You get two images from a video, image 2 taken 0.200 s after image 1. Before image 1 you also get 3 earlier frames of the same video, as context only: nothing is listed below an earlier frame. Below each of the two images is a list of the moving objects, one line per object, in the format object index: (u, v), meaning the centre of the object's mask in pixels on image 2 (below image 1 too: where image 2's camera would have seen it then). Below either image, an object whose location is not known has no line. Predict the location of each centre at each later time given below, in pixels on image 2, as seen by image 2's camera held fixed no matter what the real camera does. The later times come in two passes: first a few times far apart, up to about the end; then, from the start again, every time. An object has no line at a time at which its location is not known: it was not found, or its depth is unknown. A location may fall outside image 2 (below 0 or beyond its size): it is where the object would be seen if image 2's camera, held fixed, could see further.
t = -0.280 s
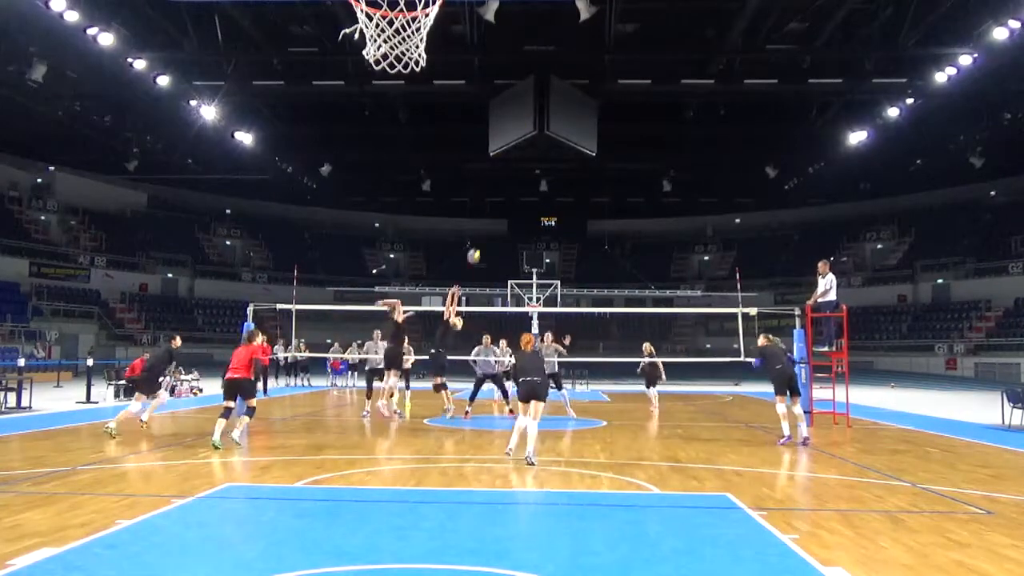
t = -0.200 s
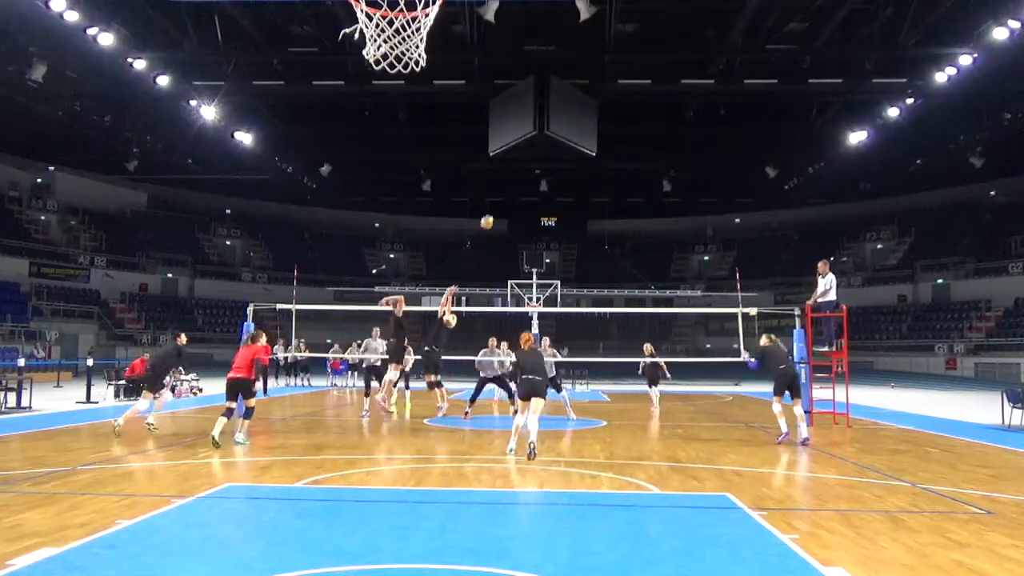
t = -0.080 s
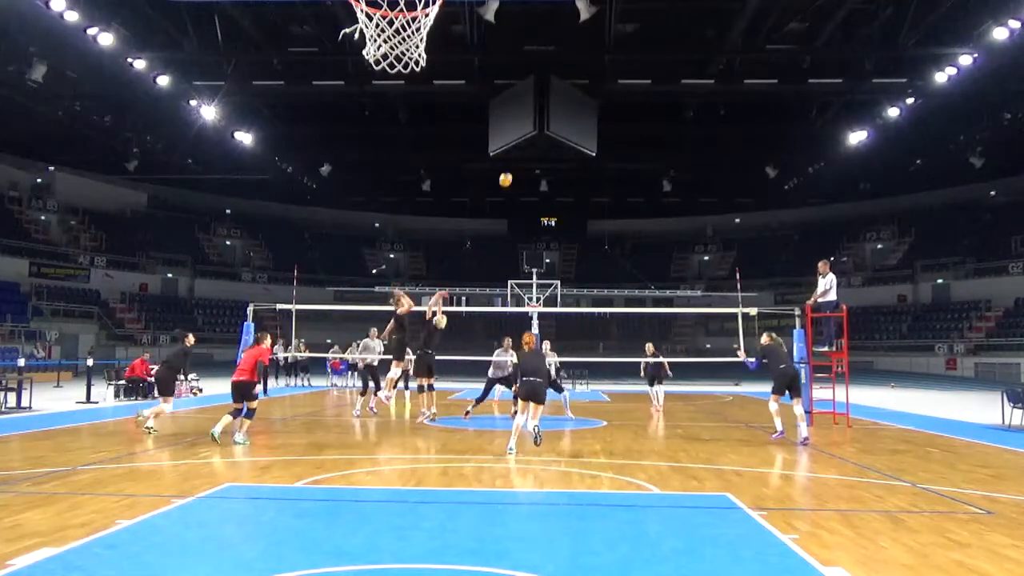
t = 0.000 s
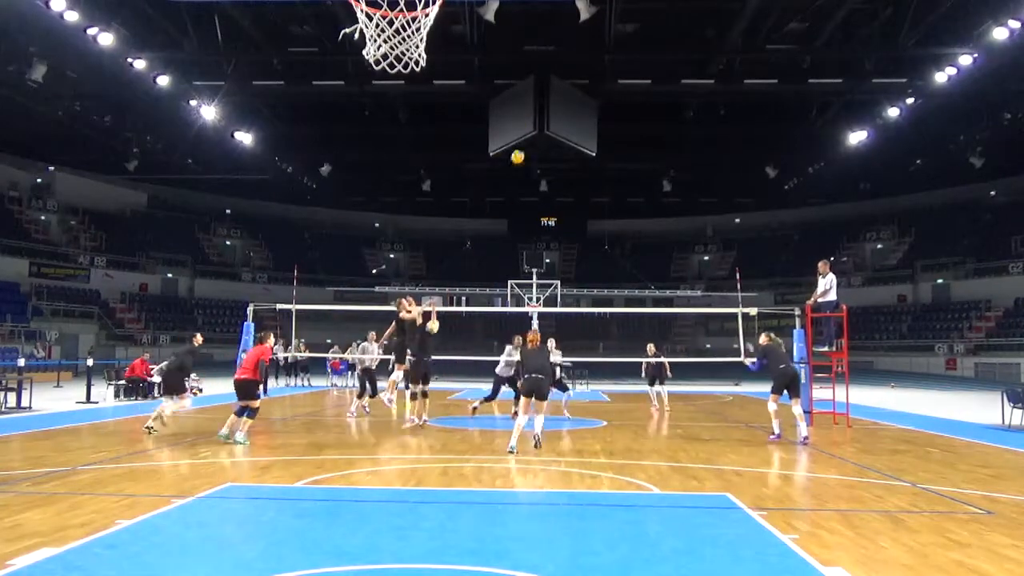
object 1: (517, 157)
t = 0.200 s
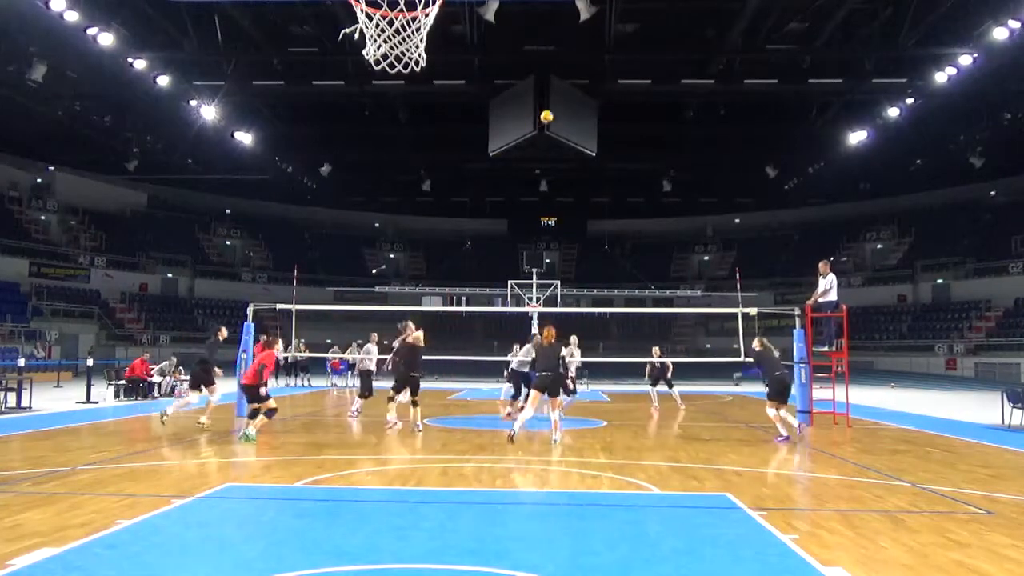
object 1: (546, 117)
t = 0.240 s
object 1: (552, 111)
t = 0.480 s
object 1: (585, 98)
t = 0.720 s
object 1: (616, 115)
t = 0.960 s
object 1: (645, 159)
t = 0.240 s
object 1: (552, 111)
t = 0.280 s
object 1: (558, 107)
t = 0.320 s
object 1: (563, 103)
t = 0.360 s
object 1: (569, 101)
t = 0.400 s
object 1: (574, 99)
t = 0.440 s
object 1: (580, 98)
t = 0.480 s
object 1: (585, 98)
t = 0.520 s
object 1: (590, 99)
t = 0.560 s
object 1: (596, 101)
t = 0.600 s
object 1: (601, 103)
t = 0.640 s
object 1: (606, 106)
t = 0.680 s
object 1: (611, 110)
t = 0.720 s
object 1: (616, 115)
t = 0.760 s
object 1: (621, 120)
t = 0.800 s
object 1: (626, 127)
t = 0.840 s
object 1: (631, 134)
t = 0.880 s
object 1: (636, 142)
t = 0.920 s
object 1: (640, 150)
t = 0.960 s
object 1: (645, 159)
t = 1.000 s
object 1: (650, 169)
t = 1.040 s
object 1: (655, 180)
